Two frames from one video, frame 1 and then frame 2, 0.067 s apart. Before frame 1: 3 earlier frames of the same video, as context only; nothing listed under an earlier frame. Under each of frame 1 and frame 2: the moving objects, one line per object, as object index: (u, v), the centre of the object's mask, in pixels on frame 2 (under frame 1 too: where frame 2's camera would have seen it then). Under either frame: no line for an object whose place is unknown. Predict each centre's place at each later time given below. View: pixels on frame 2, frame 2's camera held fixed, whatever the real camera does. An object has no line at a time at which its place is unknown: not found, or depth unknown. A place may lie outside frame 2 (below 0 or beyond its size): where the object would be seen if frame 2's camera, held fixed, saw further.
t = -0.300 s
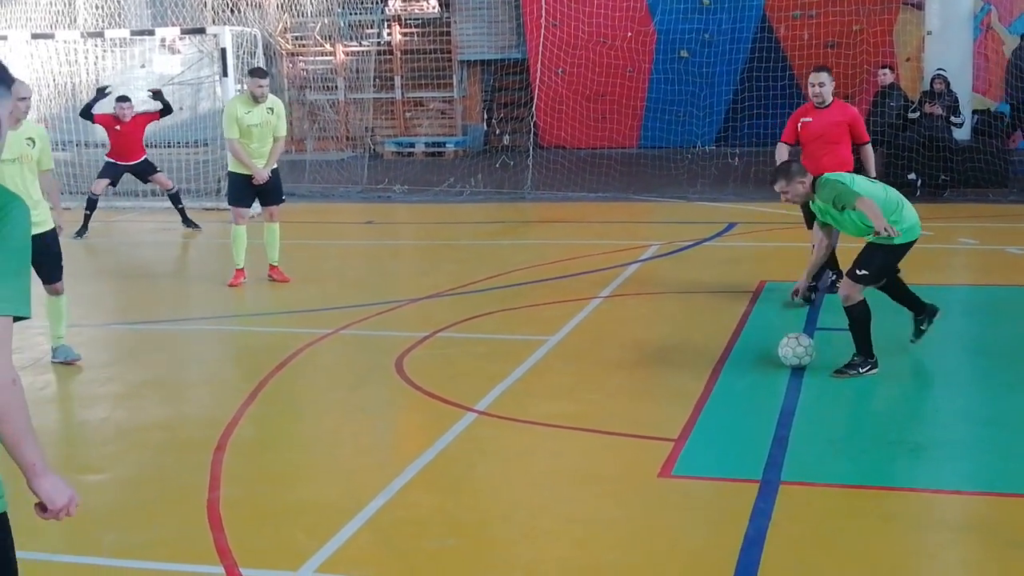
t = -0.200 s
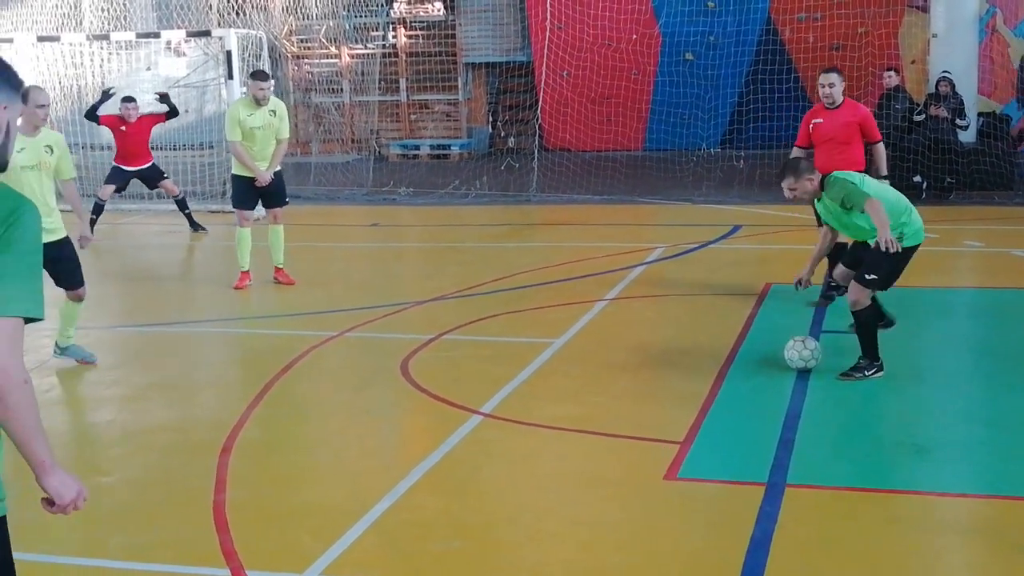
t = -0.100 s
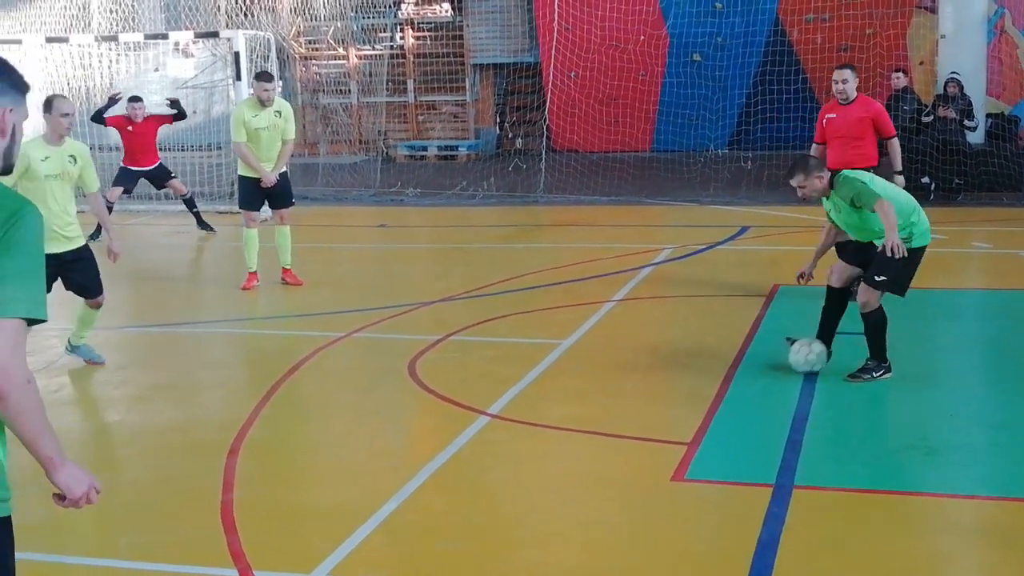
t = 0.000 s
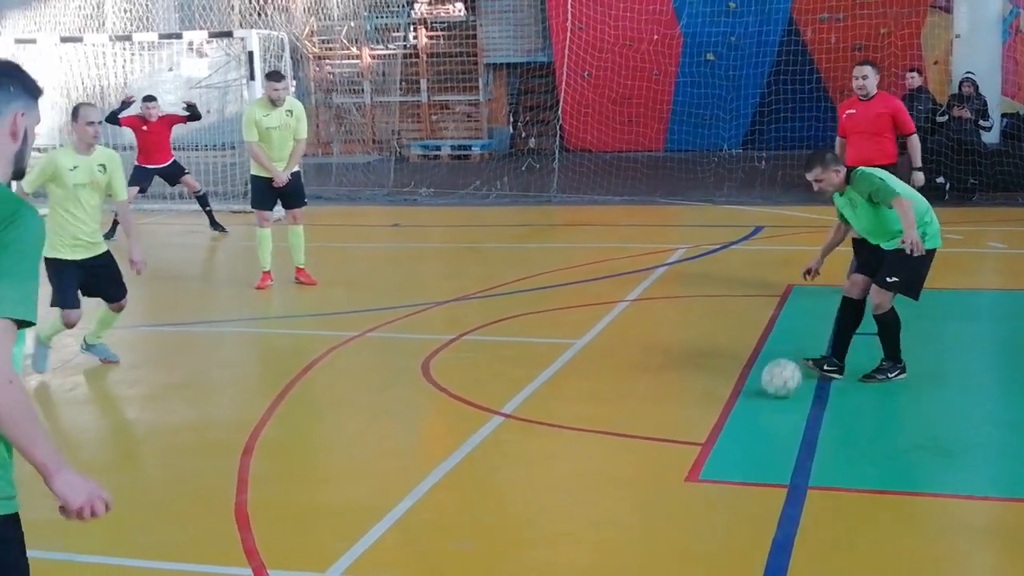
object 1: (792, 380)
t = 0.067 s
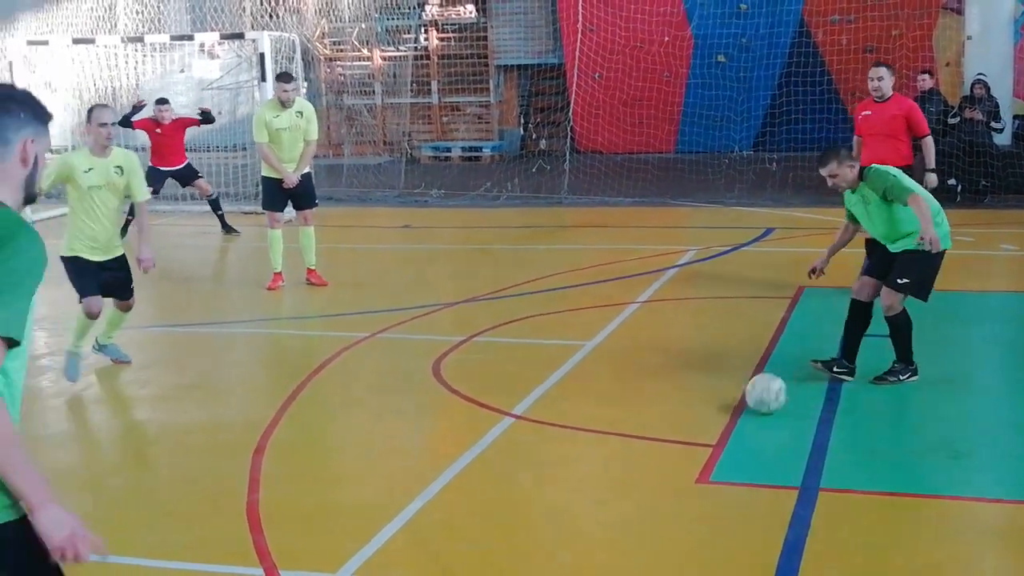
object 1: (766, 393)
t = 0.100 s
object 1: (752, 400)
